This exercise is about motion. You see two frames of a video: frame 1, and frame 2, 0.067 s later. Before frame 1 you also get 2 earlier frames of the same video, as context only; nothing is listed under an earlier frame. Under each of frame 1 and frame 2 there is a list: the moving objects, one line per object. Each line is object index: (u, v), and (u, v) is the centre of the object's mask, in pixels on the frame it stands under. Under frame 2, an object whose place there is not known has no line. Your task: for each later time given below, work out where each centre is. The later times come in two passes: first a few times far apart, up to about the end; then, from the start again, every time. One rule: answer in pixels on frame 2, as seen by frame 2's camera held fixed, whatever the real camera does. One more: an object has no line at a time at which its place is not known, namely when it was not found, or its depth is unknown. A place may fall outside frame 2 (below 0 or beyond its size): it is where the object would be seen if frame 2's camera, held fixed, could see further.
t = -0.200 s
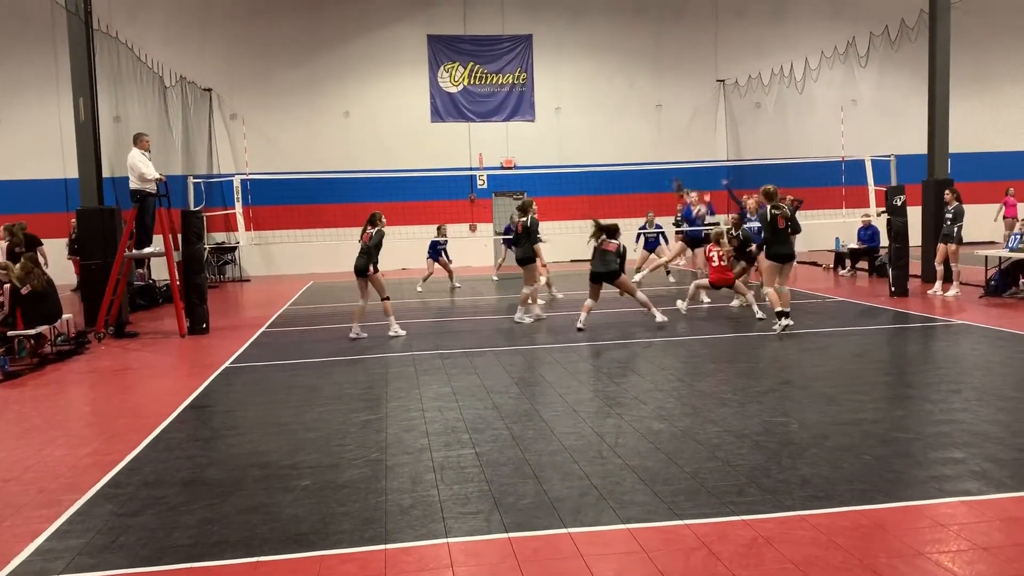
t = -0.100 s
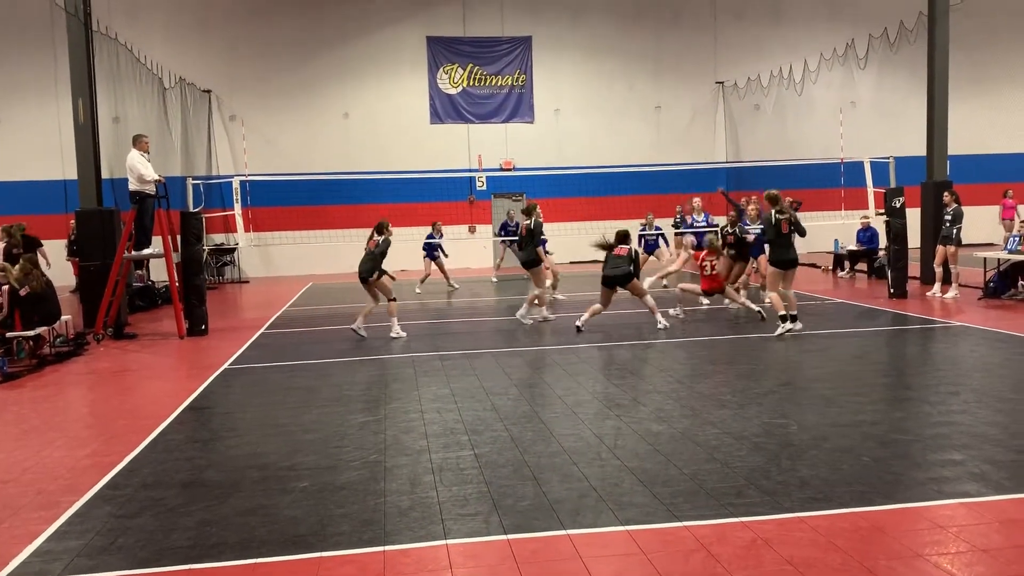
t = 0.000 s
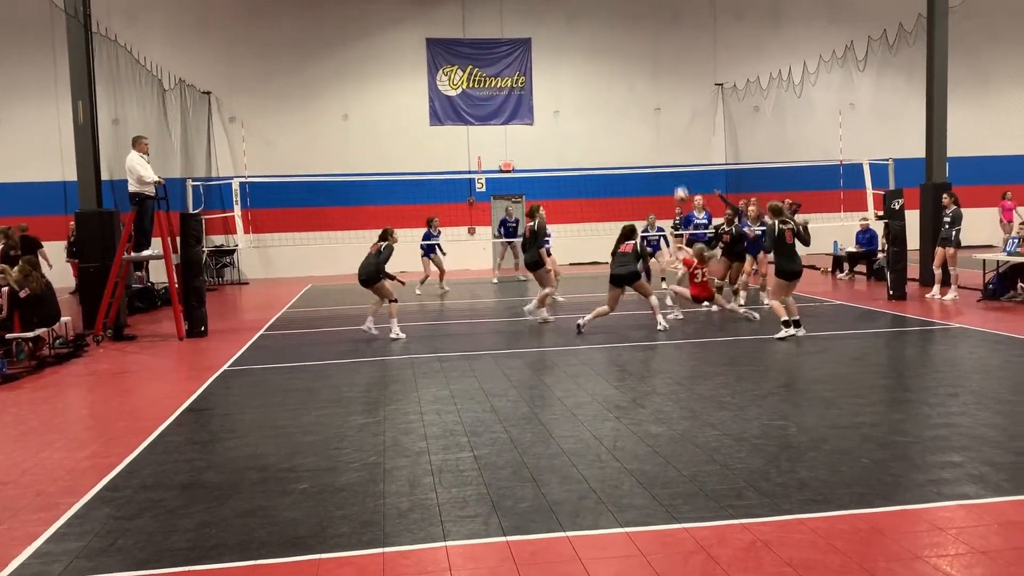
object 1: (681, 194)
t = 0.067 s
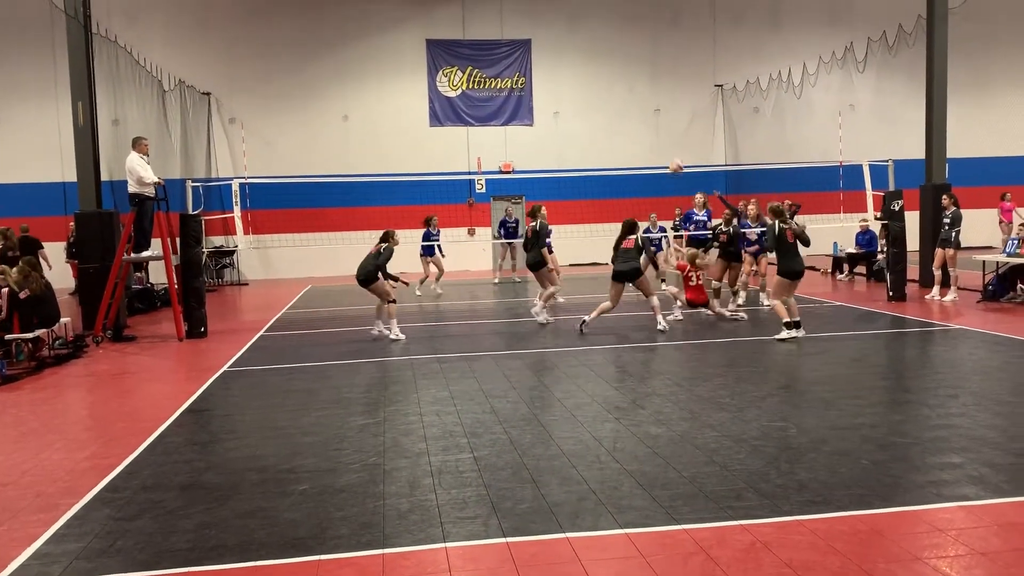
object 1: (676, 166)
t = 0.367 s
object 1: (656, 63)
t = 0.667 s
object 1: (639, 20)
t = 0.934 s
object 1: (624, 41)
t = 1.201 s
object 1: (608, 126)
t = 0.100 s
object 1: (674, 154)
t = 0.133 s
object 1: (671, 139)
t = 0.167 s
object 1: (670, 127)
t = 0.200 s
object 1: (666, 114)
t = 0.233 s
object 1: (665, 103)
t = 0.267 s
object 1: (663, 91)
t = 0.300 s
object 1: (660, 81)
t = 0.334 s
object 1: (659, 71)
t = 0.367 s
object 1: (656, 63)
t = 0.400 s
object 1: (654, 55)
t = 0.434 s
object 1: (652, 48)
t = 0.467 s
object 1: (650, 42)
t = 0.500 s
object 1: (649, 36)
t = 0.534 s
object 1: (647, 31)
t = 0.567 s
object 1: (645, 27)
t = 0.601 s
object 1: (643, 24)
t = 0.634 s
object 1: (642, 21)
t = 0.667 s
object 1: (639, 20)
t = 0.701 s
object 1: (638, 20)
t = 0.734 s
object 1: (636, 20)
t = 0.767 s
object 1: (634, 21)
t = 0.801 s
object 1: (632, 24)
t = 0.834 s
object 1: (630, 27)
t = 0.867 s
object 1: (628, 30)
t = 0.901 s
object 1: (626, 35)
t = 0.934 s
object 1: (624, 41)
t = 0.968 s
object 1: (622, 48)
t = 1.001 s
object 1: (620, 56)
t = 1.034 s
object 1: (618, 65)
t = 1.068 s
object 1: (616, 75)
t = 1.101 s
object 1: (614, 86)
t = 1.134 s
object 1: (611, 97)
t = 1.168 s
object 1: (610, 111)
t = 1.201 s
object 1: (608, 126)
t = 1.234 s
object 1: (605, 143)
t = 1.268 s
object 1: (603, 157)
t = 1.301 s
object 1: (600, 175)
